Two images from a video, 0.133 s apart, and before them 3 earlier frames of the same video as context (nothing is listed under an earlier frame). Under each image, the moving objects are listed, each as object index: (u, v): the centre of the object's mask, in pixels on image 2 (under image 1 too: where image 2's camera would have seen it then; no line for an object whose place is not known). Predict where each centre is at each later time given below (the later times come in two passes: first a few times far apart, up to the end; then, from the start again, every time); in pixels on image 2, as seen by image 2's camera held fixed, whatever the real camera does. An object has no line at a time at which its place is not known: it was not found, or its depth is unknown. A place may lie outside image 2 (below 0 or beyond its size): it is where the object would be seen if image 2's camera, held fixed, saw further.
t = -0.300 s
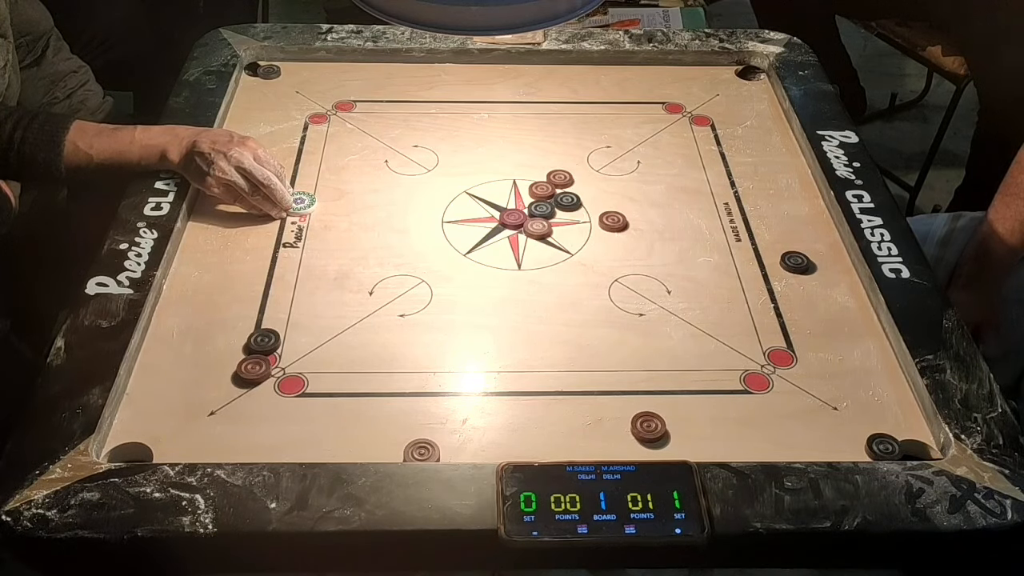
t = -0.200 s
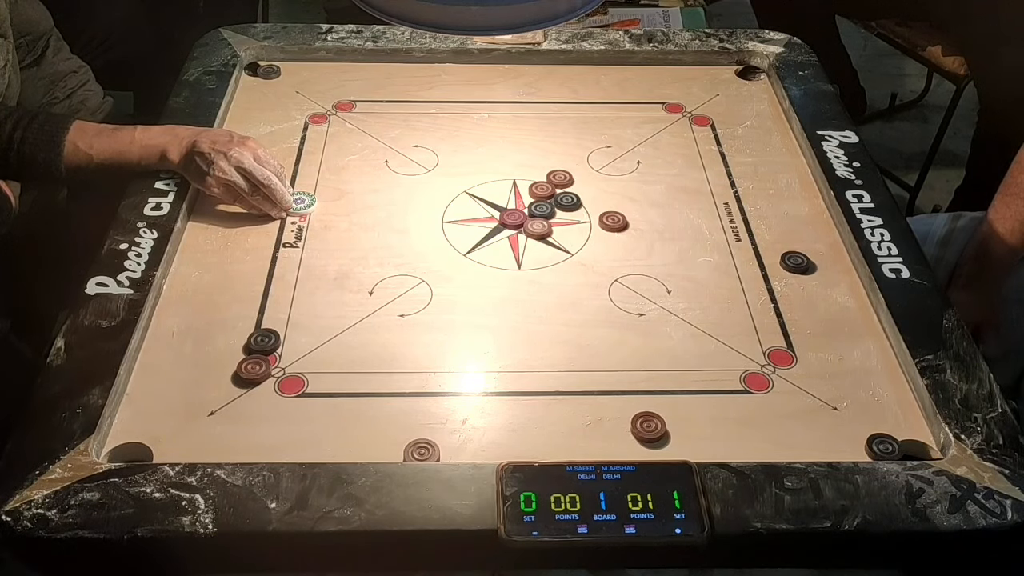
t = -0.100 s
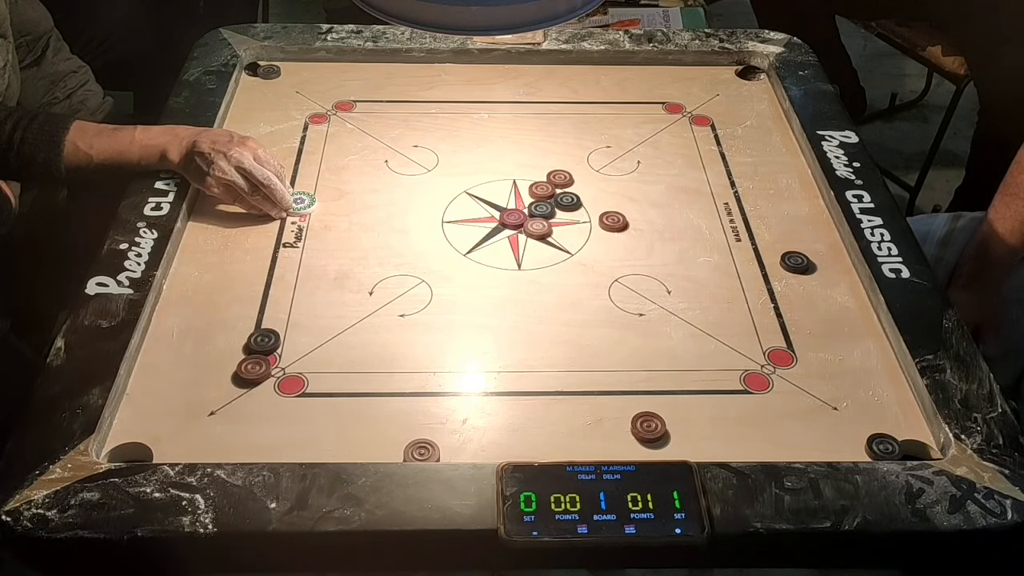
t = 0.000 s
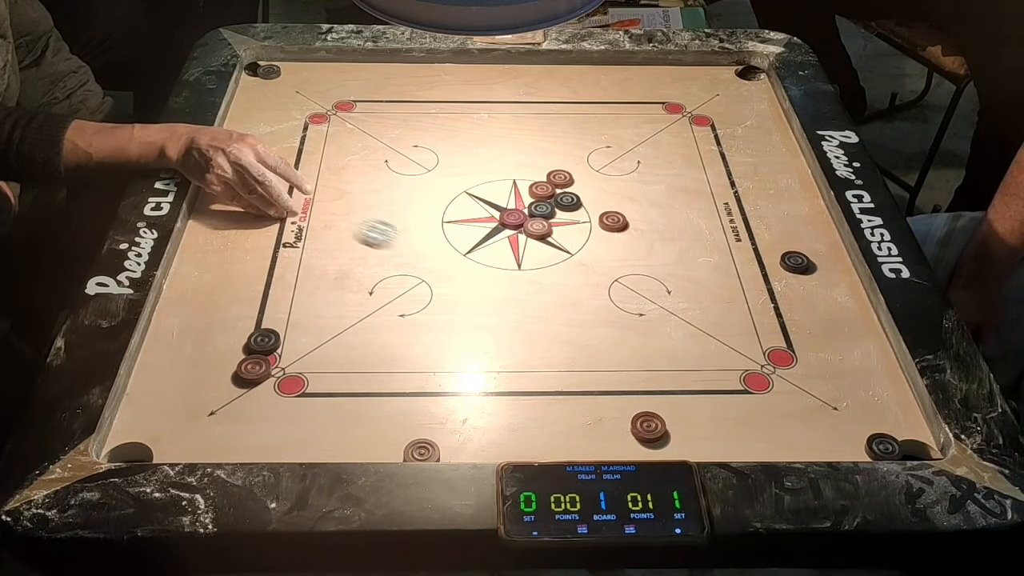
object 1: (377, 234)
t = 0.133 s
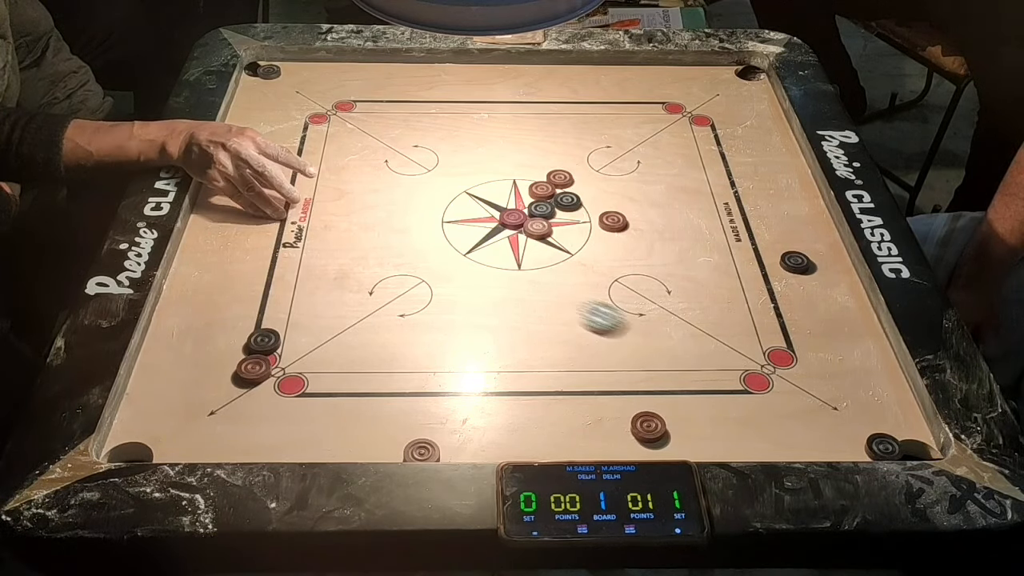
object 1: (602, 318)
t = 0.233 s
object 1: (787, 388)
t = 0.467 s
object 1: (764, 367)
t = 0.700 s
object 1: (648, 309)
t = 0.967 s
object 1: (594, 280)
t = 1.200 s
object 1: (590, 277)
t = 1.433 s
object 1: (590, 277)
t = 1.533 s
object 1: (590, 277)
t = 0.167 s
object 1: (662, 340)
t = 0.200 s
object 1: (723, 362)
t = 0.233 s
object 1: (787, 388)
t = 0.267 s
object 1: (852, 410)
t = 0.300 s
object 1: (905, 424)
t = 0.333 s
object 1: (876, 418)
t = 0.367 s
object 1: (845, 405)
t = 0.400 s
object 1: (816, 392)
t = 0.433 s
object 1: (789, 380)
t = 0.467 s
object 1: (764, 367)
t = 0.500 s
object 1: (743, 356)
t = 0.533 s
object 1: (722, 347)
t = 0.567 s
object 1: (705, 338)
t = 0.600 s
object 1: (688, 329)
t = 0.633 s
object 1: (673, 322)
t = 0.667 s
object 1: (659, 315)
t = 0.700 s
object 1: (648, 309)
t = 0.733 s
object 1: (636, 303)
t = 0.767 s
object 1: (627, 298)
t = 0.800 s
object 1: (619, 294)
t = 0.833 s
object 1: (612, 290)
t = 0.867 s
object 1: (606, 287)
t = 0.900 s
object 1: (602, 284)
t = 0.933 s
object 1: (598, 281)
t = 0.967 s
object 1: (594, 280)
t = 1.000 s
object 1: (592, 278)
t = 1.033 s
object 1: (591, 278)
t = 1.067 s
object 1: (590, 277)
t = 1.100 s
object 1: (590, 277)
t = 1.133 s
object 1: (590, 277)
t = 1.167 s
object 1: (590, 277)
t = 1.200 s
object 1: (590, 277)
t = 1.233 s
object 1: (590, 277)
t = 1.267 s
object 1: (590, 277)
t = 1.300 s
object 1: (590, 277)
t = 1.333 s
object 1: (590, 277)
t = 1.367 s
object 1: (590, 277)
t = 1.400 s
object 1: (590, 277)
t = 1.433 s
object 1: (590, 277)
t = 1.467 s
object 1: (590, 277)
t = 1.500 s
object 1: (590, 277)
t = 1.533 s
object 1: (590, 277)
